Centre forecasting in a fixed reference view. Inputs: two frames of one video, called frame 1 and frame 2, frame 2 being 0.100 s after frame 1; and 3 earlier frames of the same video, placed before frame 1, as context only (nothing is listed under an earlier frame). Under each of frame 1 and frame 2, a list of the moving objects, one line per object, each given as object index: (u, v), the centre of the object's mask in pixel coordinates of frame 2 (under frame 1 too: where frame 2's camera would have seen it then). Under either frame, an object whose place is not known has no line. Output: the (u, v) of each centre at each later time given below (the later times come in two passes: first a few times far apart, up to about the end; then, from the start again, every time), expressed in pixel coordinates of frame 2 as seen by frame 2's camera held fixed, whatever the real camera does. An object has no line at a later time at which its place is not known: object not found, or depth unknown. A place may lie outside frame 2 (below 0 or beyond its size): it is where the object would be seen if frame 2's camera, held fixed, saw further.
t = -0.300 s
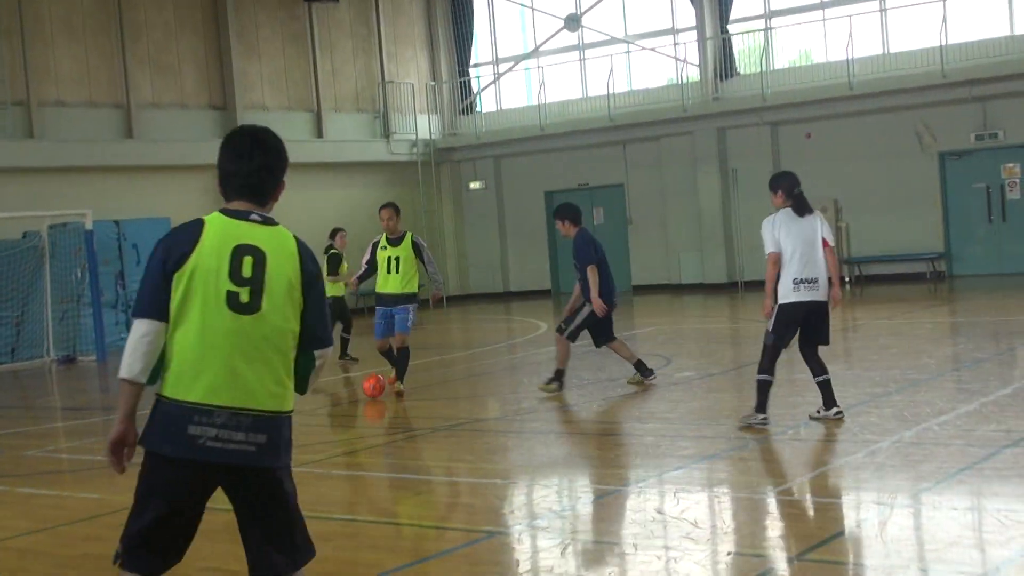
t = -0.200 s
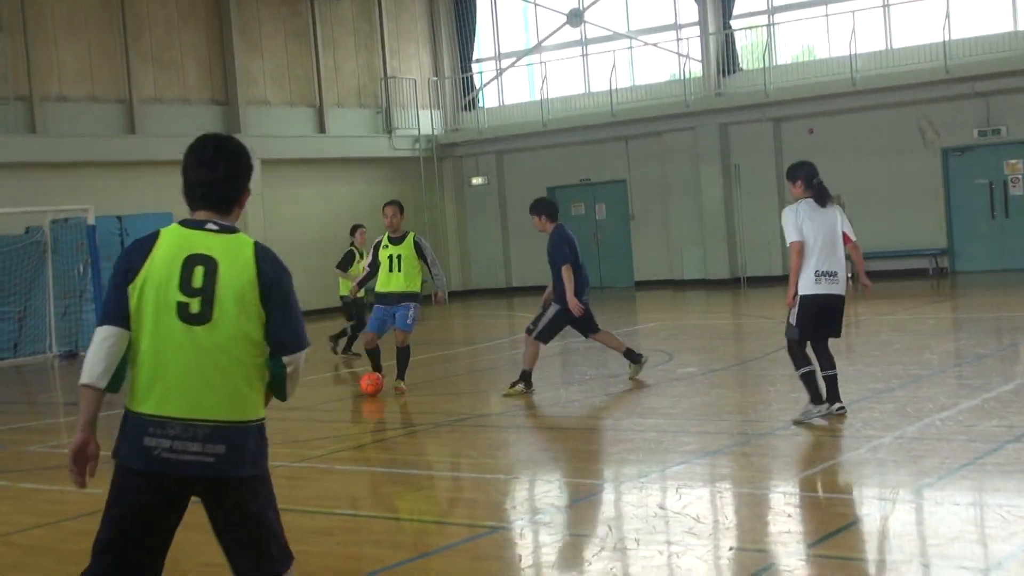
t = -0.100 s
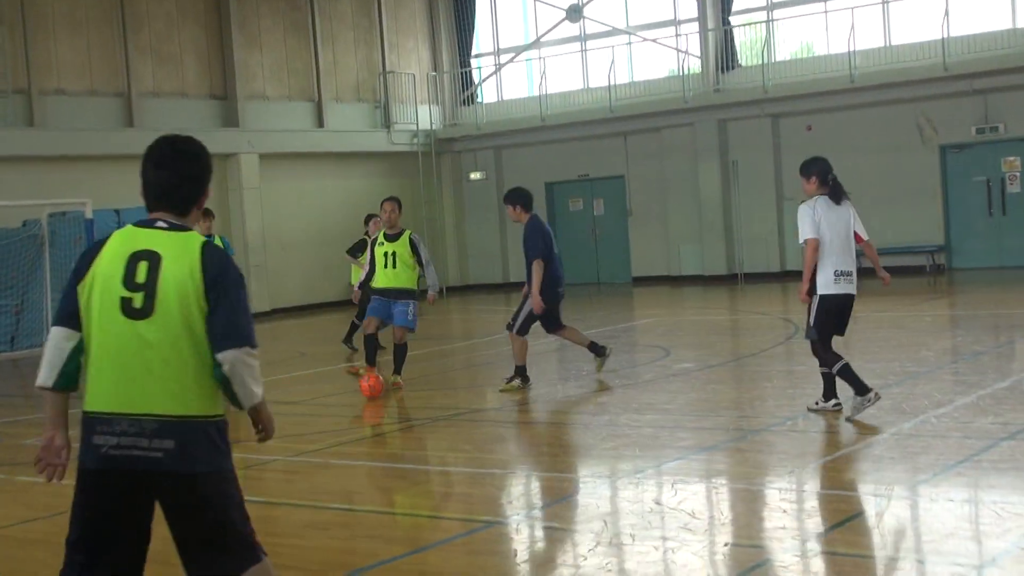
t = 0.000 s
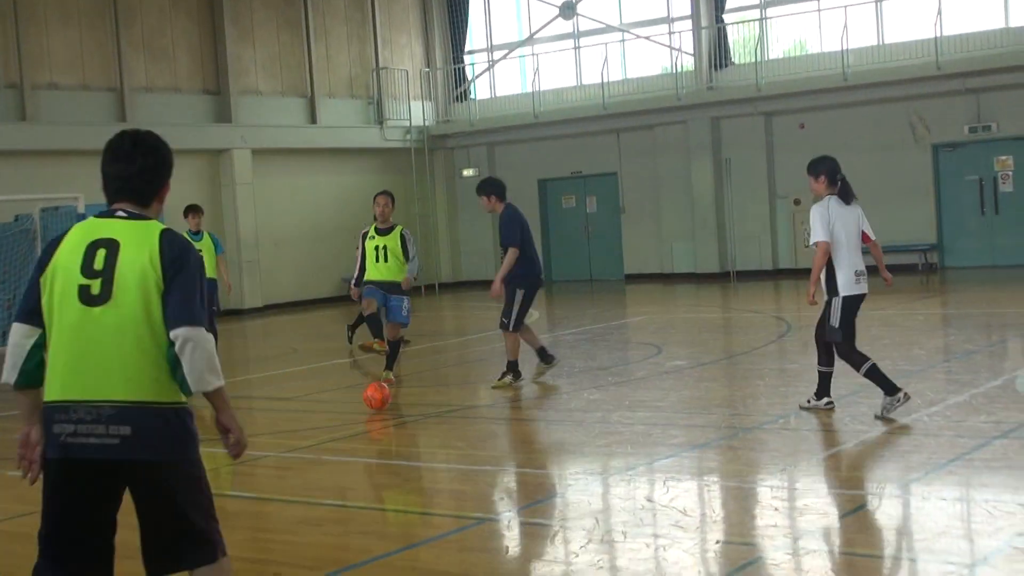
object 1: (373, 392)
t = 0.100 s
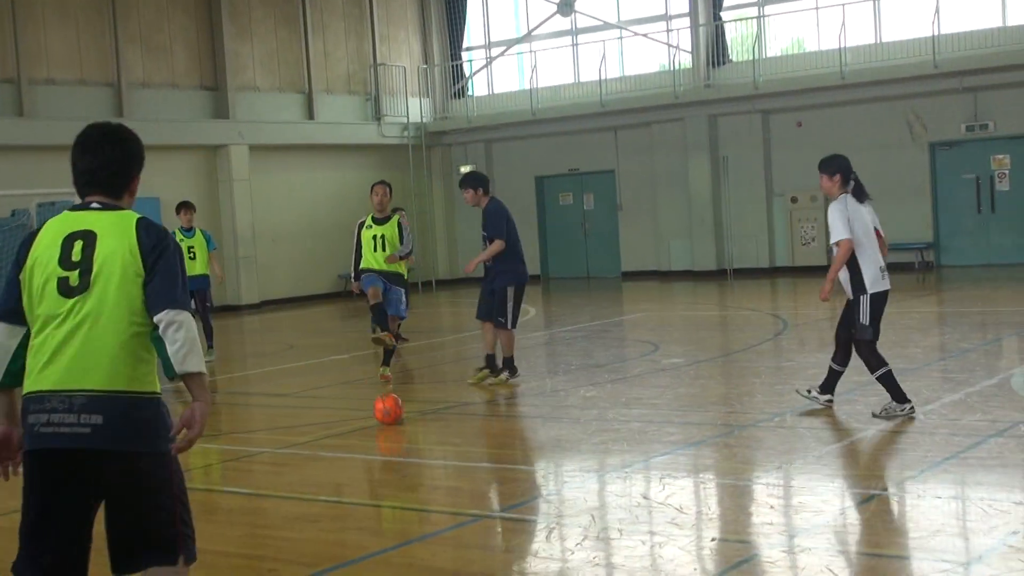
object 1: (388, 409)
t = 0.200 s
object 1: (405, 427)
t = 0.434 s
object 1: (455, 480)
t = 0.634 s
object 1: (514, 545)
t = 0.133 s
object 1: (394, 415)
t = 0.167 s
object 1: (399, 421)
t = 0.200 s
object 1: (405, 427)
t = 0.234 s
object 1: (411, 434)
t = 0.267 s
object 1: (418, 442)
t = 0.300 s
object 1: (424, 448)
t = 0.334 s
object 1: (432, 456)
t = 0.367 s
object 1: (439, 464)
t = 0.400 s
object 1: (447, 472)
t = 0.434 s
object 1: (455, 480)
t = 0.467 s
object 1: (464, 490)
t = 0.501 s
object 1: (473, 500)
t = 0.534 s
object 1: (482, 510)
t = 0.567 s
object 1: (492, 521)
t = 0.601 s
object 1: (503, 532)
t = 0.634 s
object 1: (514, 545)
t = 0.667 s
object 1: (526, 556)
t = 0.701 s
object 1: (539, 564)
